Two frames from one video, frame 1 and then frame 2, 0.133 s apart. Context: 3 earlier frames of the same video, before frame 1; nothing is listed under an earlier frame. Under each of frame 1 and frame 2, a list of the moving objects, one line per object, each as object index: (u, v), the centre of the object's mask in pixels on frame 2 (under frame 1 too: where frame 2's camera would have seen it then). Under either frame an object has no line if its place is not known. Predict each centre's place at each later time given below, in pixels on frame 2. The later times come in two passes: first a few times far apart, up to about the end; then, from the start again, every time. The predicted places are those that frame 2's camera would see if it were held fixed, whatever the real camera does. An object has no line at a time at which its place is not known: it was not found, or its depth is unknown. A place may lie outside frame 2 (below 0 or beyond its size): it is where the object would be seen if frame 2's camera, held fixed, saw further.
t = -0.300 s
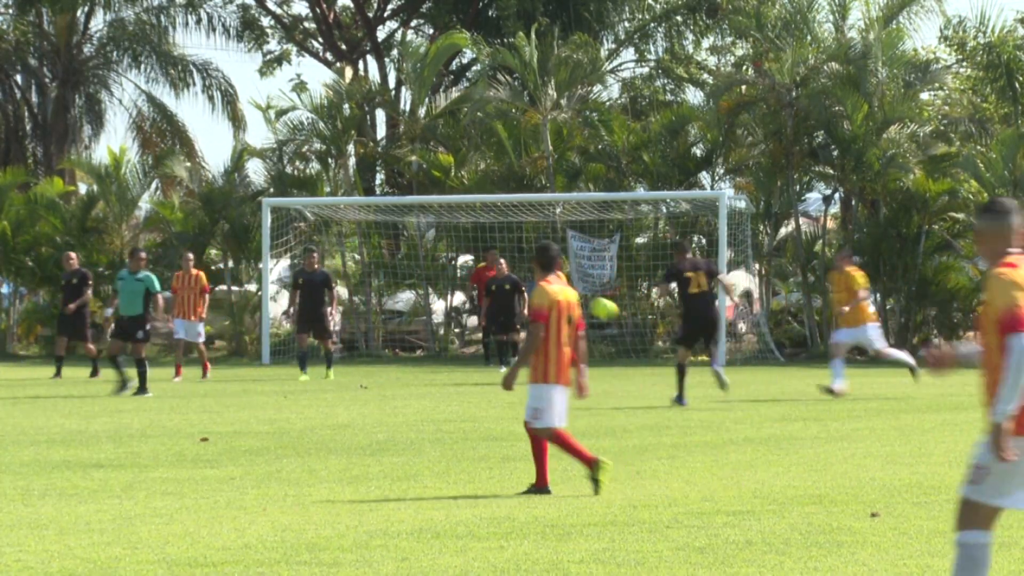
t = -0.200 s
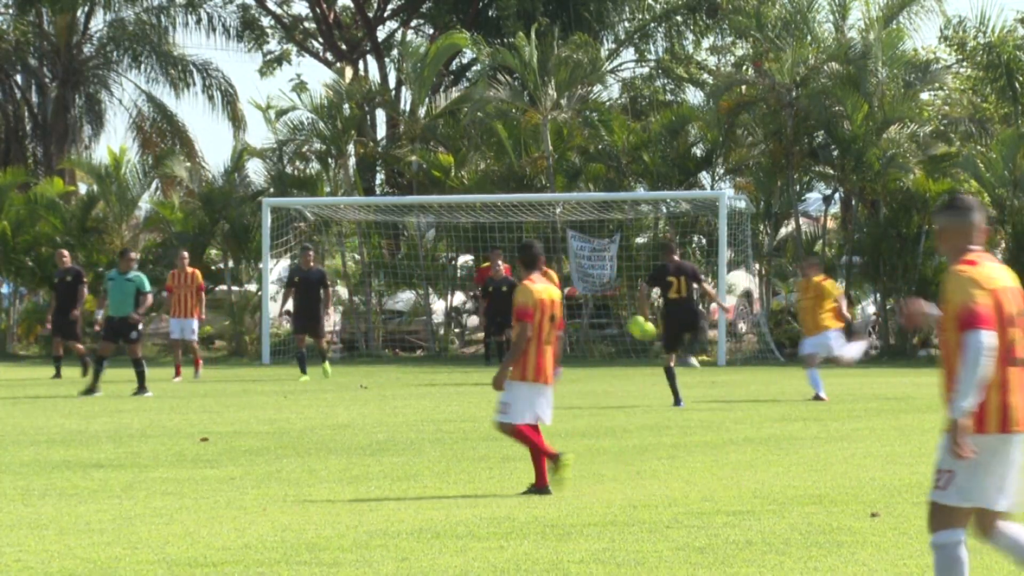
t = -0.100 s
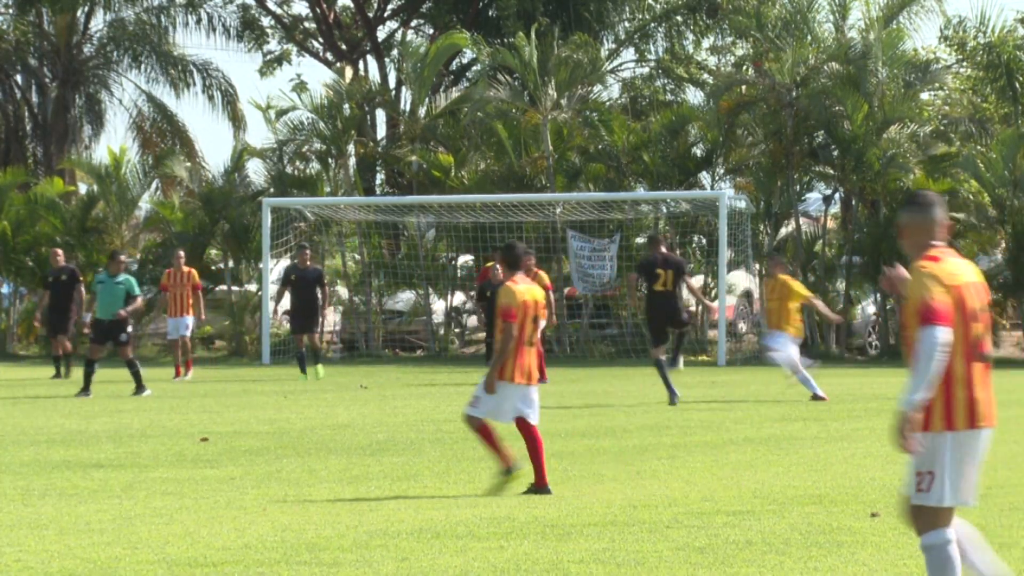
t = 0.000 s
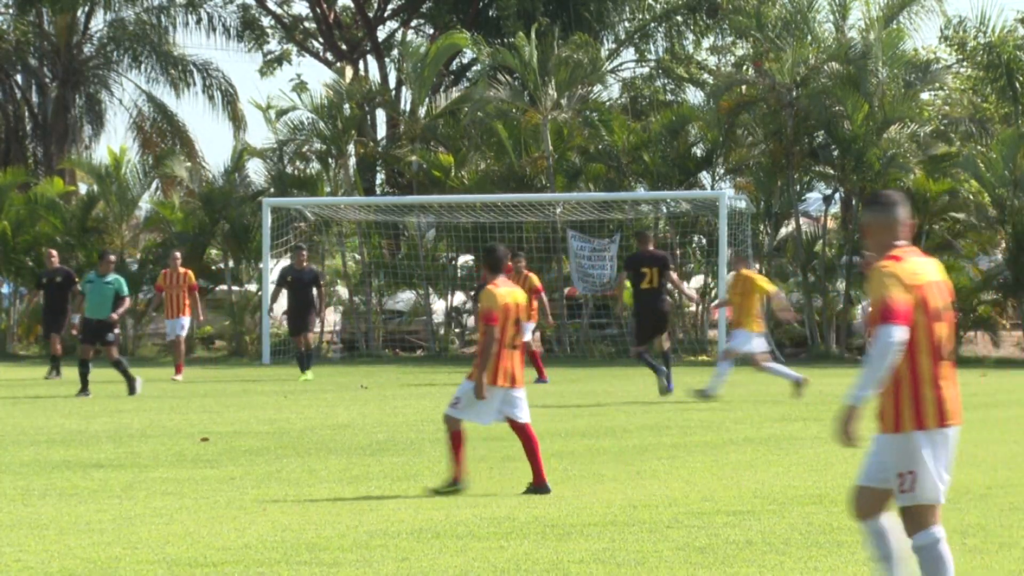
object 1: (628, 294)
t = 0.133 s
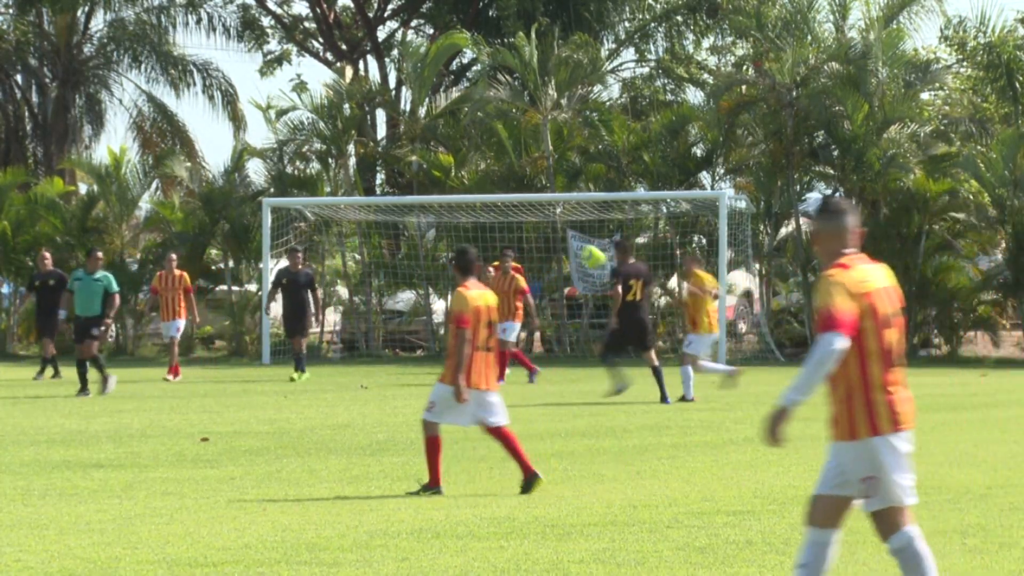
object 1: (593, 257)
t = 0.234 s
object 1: (565, 241)
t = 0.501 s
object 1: (495, 241)
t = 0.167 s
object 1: (583, 249)
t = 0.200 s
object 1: (575, 245)
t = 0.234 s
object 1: (565, 241)
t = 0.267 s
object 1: (557, 238)
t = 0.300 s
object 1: (548, 235)
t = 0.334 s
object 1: (539, 233)
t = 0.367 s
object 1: (530, 233)
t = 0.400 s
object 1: (521, 233)
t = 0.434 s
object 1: (513, 234)
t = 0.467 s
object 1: (504, 237)
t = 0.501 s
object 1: (495, 241)
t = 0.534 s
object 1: (486, 244)
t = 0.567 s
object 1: (479, 249)
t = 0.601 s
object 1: (471, 255)
